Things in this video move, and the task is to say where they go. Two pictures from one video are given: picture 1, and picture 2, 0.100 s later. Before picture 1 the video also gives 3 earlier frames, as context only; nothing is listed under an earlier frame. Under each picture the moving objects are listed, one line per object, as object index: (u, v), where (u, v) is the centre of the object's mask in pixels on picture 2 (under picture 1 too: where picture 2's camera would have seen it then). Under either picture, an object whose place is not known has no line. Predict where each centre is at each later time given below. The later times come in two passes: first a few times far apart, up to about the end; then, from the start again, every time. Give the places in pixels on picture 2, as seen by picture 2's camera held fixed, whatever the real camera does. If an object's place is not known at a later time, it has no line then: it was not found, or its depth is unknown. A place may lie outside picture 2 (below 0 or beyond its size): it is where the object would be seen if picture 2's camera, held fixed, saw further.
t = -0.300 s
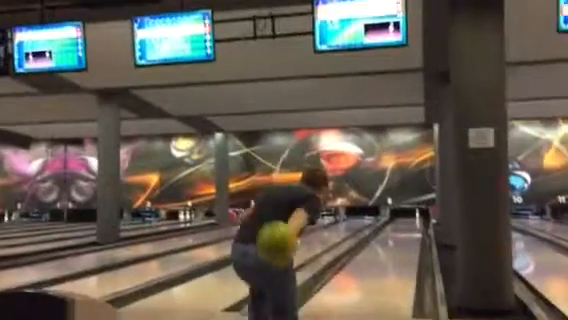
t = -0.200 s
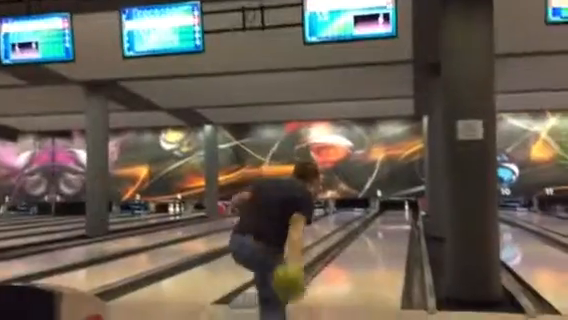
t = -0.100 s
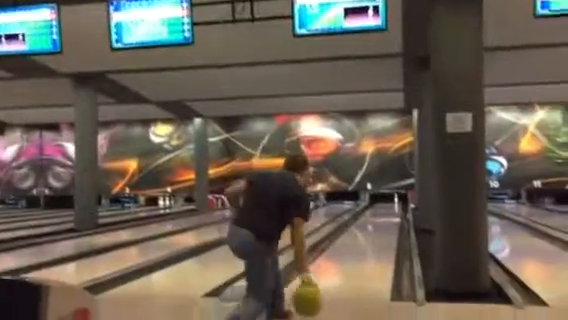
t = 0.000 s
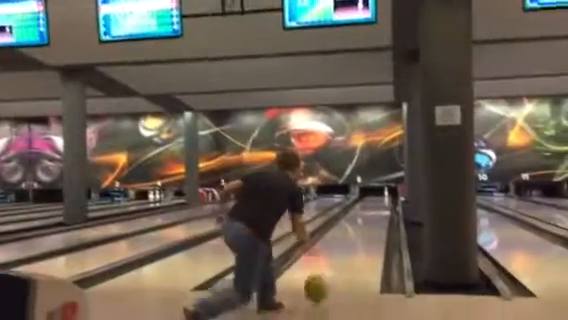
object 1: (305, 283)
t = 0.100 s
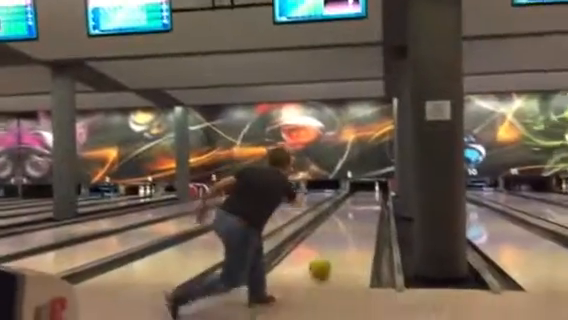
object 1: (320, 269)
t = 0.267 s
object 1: (334, 250)
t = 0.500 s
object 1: (346, 235)
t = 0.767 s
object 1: (356, 218)
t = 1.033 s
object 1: (358, 214)
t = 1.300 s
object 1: (366, 205)
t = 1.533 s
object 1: (368, 202)
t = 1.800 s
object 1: (370, 200)
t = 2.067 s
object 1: (372, 198)
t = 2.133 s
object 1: (373, 197)
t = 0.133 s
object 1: (323, 264)
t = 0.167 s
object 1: (327, 260)
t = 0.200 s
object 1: (329, 256)
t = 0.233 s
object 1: (332, 253)
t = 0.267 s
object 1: (334, 250)
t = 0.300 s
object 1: (336, 247)
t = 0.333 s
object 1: (339, 244)
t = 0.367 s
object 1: (340, 243)
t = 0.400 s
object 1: (342, 239)
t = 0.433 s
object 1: (342, 238)
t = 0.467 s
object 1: (345, 236)
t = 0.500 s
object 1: (346, 235)
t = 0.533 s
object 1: (348, 230)
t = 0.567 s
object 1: (349, 227)
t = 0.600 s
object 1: (351, 226)
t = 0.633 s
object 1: (353, 225)
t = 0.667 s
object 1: (353, 225)
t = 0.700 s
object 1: (356, 220)
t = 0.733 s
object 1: (356, 219)
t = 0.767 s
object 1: (356, 218)
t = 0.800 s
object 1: (356, 218)
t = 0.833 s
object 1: (357, 217)
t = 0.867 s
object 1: (357, 217)
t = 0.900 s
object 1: (357, 216)
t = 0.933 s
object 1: (357, 216)
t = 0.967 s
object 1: (357, 215)
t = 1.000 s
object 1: (358, 215)
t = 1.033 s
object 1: (358, 214)
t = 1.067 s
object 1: (358, 213)
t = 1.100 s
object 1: (359, 213)
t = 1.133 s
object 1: (359, 212)
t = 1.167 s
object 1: (364, 207)
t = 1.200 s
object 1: (364, 207)
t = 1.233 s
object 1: (365, 206)
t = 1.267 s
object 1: (365, 206)
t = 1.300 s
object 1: (366, 205)
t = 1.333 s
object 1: (366, 205)
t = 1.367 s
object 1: (366, 204)
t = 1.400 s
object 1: (367, 204)
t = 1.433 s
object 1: (367, 202)
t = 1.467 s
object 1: (367, 202)
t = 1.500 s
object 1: (369, 200)
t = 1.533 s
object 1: (368, 202)
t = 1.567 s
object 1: (369, 200)
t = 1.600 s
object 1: (370, 199)
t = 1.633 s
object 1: (370, 200)
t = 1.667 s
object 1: (369, 200)
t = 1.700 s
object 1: (369, 200)
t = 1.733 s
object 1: (370, 200)
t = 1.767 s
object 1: (370, 200)
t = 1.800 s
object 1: (370, 200)
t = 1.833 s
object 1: (371, 199)
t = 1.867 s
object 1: (371, 199)
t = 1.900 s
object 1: (371, 199)
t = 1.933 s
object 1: (371, 199)
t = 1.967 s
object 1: (372, 199)
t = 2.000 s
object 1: (372, 198)
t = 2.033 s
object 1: (372, 198)
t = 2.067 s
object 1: (372, 198)
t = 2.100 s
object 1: (373, 197)
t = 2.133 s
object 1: (373, 197)
